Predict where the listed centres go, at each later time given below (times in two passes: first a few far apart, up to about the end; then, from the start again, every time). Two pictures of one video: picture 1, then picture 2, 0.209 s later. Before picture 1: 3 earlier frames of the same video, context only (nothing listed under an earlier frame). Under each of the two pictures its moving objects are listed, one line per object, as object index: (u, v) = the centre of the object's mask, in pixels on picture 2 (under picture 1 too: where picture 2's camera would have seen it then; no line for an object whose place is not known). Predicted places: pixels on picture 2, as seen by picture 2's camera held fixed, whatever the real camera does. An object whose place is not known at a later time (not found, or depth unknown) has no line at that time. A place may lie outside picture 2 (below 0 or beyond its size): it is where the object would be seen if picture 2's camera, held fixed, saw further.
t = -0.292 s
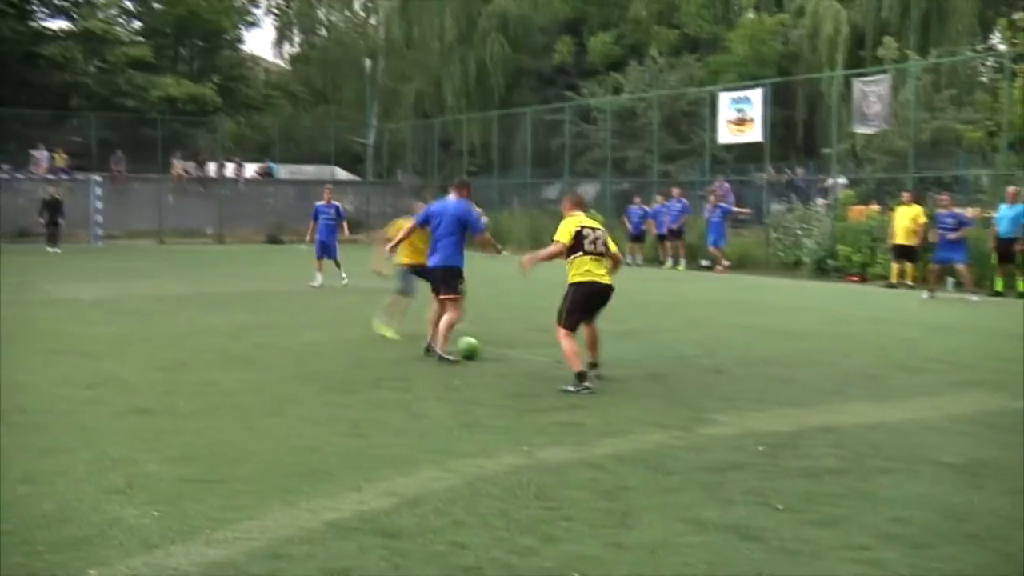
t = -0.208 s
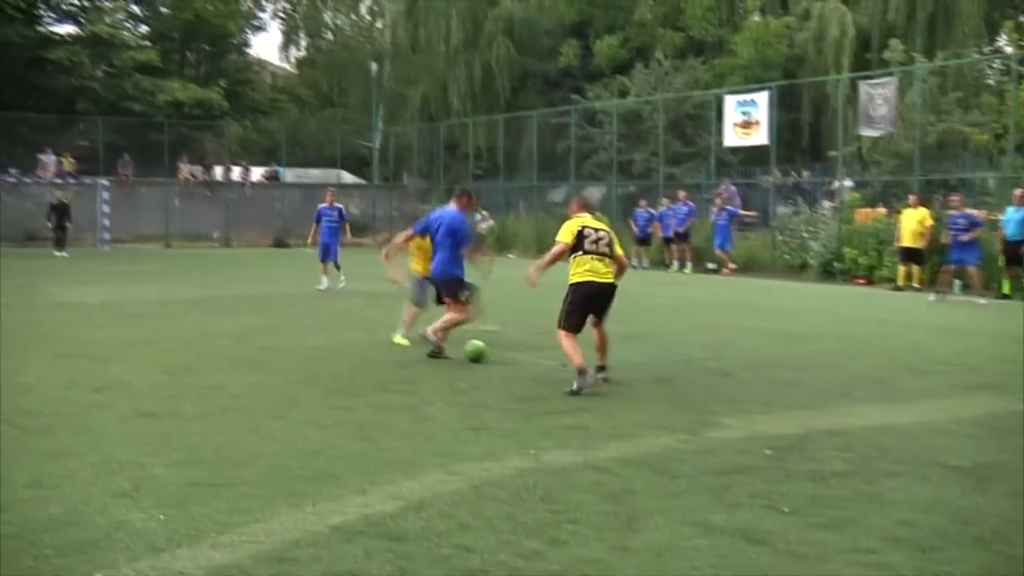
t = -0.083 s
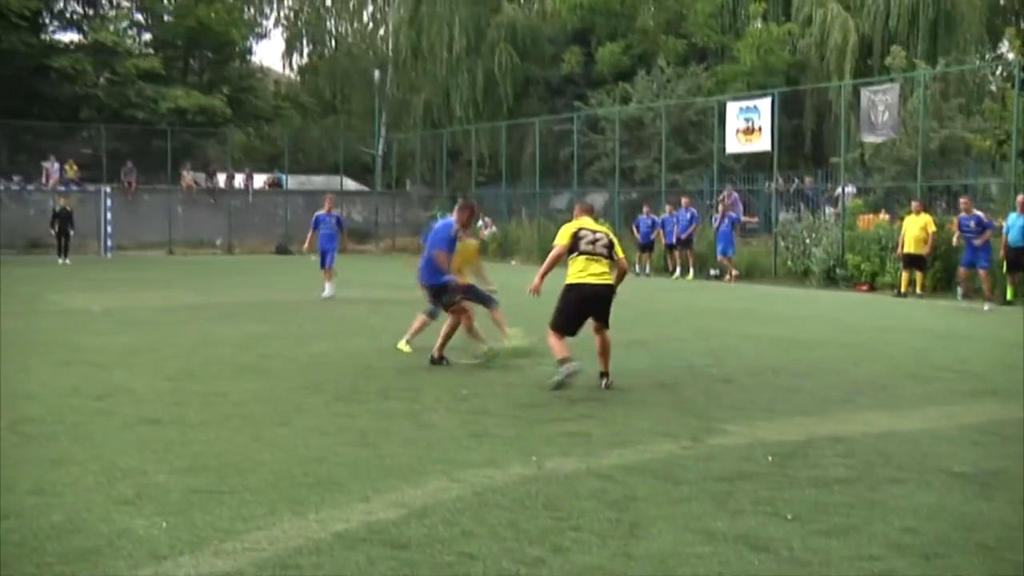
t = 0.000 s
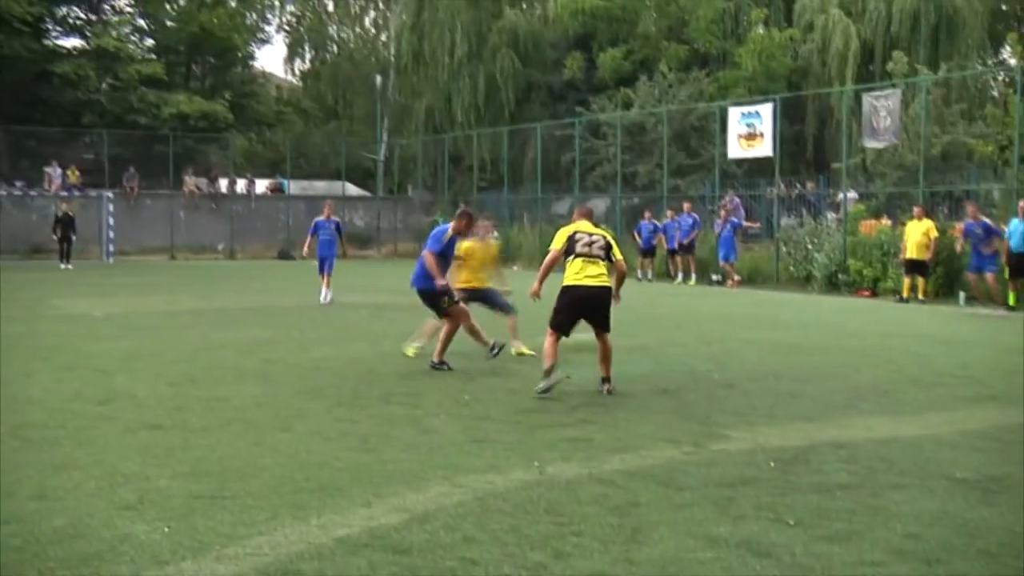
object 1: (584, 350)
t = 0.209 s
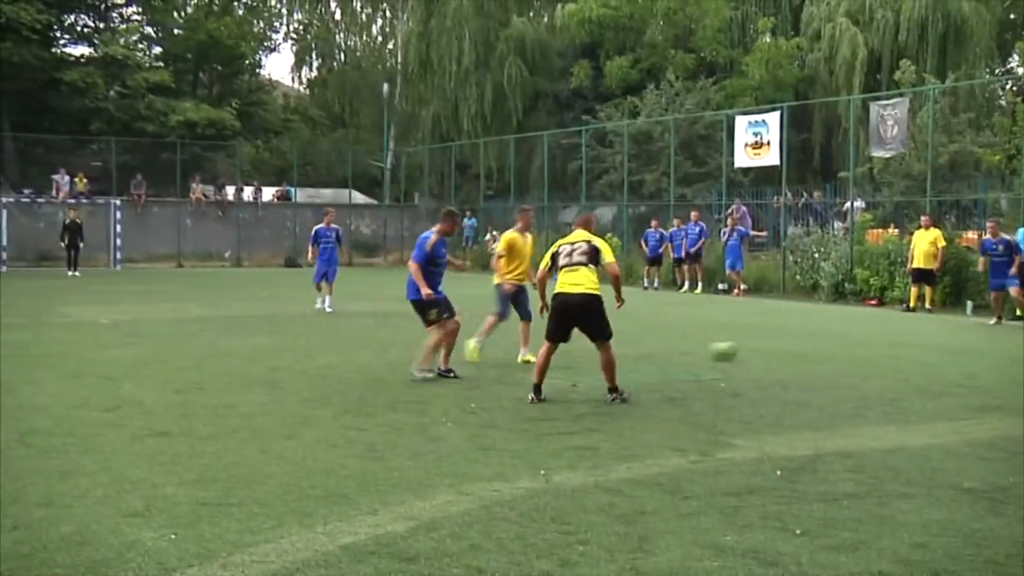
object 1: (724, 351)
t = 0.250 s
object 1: (743, 347)
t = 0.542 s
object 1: (850, 339)
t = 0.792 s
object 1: (915, 334)
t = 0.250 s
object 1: (743, 347)
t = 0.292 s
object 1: (763, 344)
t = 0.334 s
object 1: (779, 344)
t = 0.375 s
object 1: (797, 345)
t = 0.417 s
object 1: (812, 343)
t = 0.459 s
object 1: (826, 342)
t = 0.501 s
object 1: (840, 341)
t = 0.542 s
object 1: (850, 339)
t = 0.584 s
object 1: (861, 338)
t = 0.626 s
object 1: (872, 337)
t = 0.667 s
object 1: (883, 335)
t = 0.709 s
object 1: (893, 334)
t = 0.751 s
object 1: (907, 334)
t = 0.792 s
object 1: (915, 334)
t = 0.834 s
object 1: (925, 333)
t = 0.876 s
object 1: (934, 332)
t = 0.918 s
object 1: (944, 331)
